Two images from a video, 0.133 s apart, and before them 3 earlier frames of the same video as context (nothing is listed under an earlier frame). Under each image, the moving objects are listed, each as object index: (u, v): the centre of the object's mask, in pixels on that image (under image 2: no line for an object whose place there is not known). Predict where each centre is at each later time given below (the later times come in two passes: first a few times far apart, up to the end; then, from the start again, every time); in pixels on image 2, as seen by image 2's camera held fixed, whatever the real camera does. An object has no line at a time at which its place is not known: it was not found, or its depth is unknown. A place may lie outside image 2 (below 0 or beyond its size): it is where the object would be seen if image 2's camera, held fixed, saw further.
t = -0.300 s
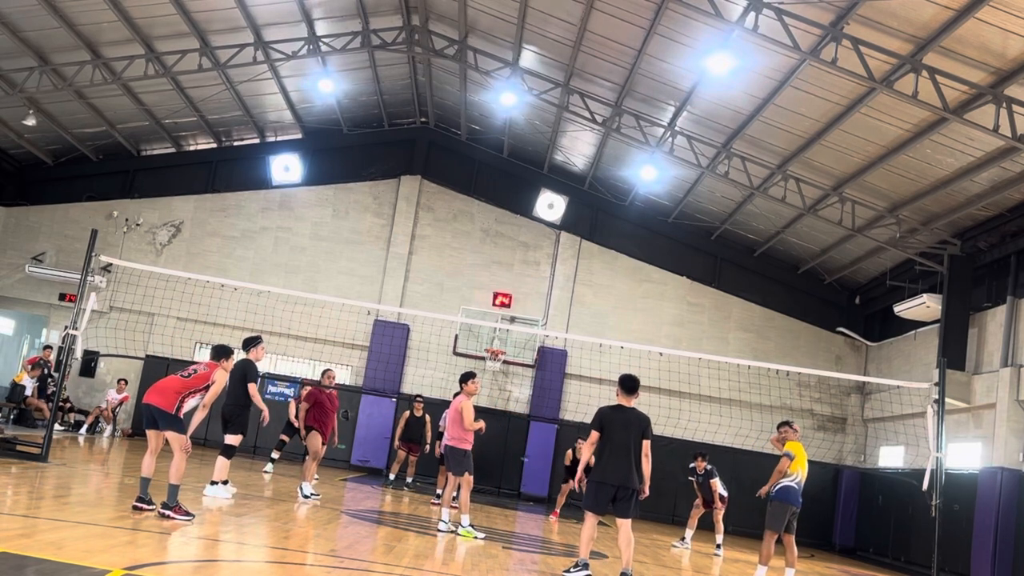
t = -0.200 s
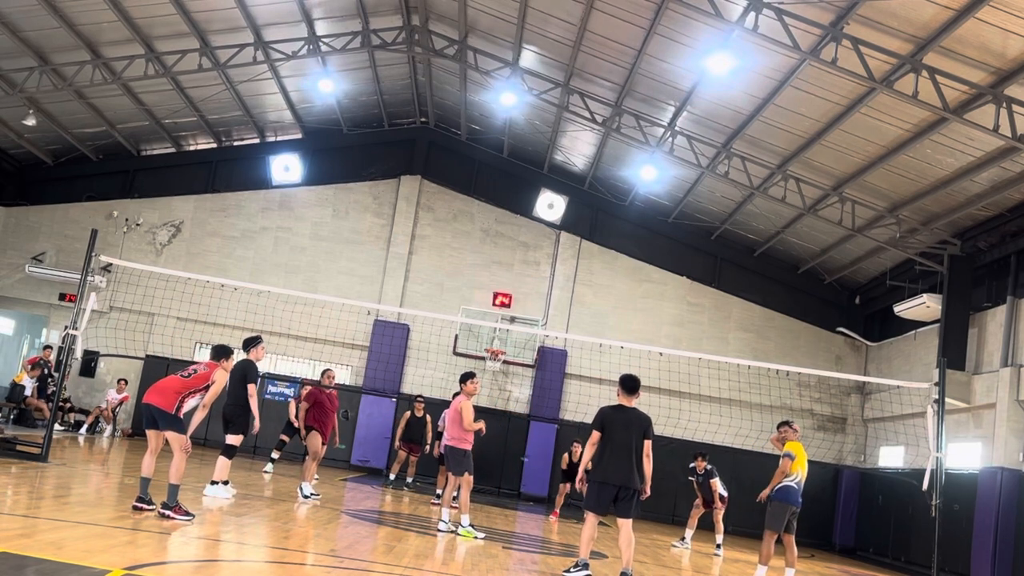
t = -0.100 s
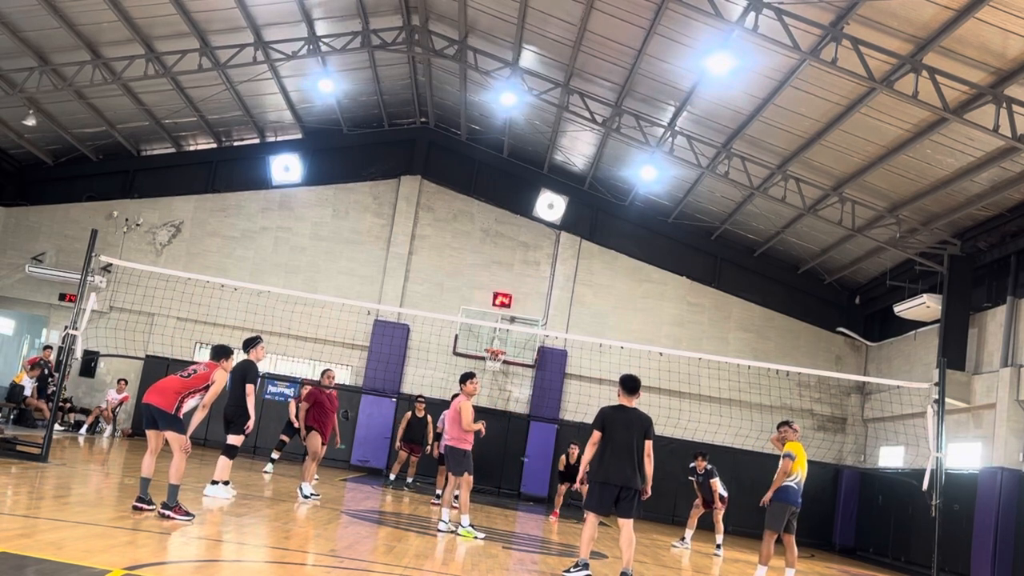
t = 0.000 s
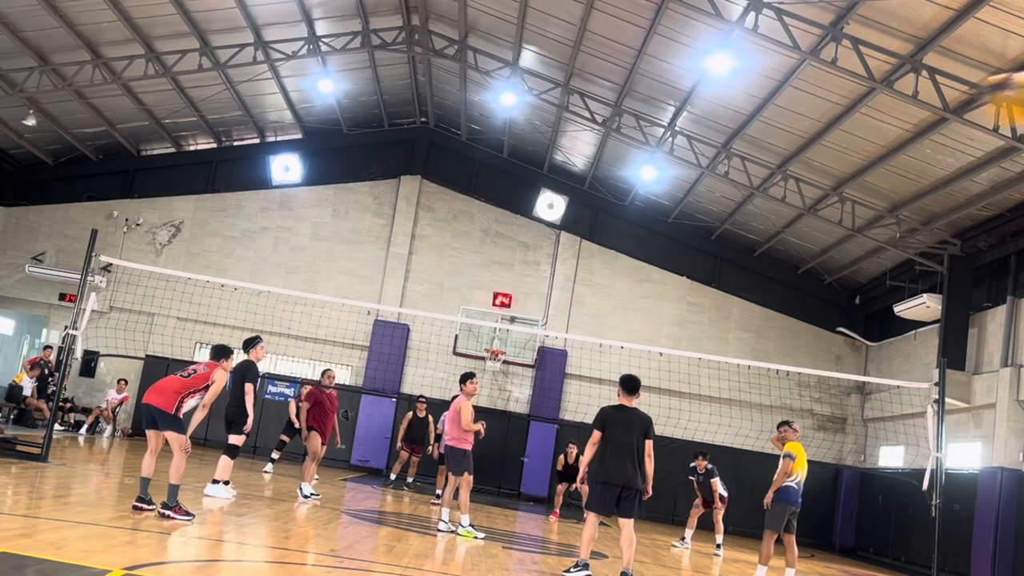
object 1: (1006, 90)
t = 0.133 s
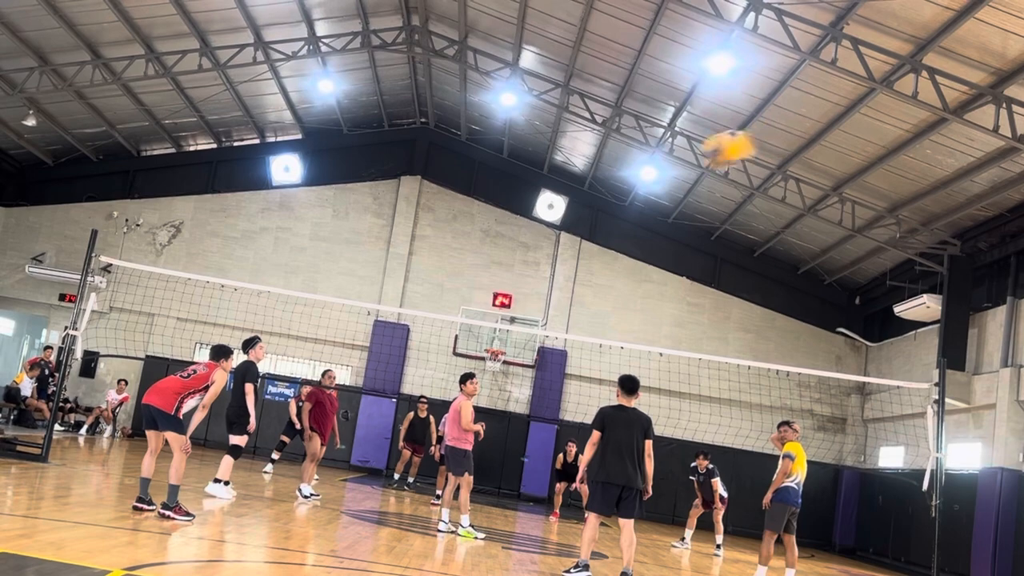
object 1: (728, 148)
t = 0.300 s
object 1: (551, 207)
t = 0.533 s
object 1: (413, 287)
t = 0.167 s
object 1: (682, 160)
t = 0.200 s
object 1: (642, 173)
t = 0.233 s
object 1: (607, 186)
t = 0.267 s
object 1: (578, 197)
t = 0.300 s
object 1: (551, 207)
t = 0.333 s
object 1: (525, 220)
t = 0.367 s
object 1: (503, 232)
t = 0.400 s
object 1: (482, 243)
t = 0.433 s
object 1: (462, 254)
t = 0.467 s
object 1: (445, 265)
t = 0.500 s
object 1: (429, 276)
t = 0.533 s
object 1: (413, 287)
